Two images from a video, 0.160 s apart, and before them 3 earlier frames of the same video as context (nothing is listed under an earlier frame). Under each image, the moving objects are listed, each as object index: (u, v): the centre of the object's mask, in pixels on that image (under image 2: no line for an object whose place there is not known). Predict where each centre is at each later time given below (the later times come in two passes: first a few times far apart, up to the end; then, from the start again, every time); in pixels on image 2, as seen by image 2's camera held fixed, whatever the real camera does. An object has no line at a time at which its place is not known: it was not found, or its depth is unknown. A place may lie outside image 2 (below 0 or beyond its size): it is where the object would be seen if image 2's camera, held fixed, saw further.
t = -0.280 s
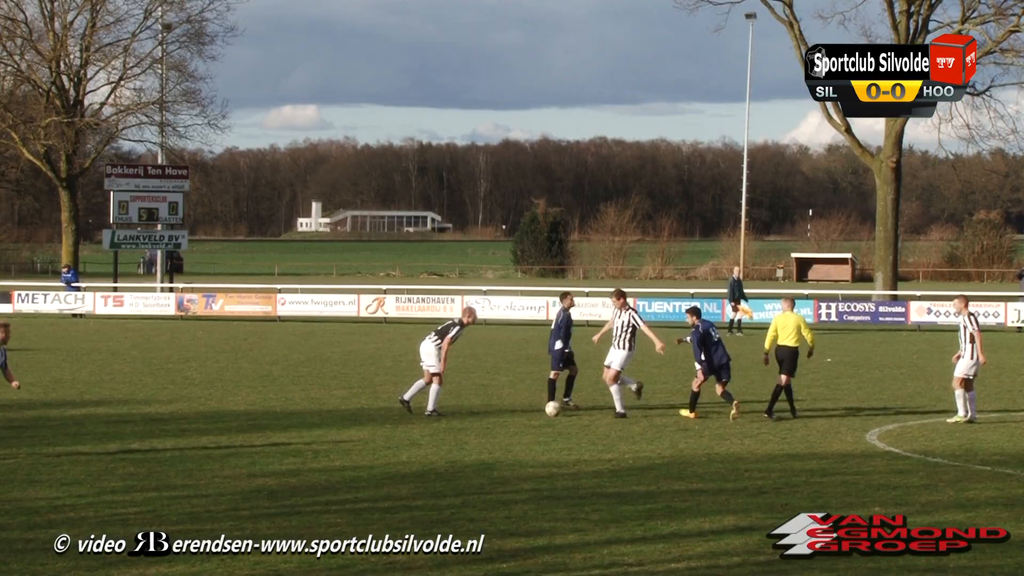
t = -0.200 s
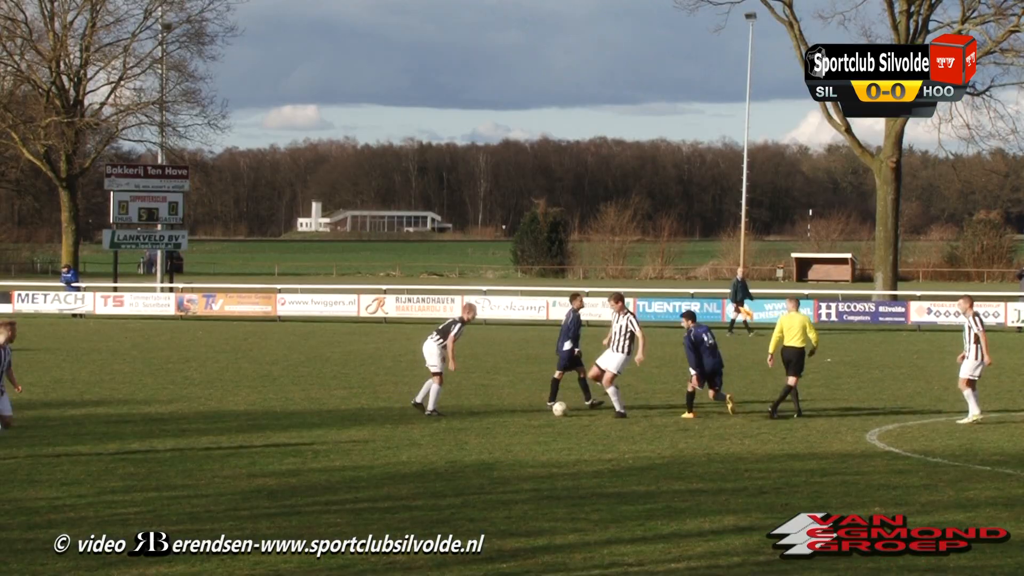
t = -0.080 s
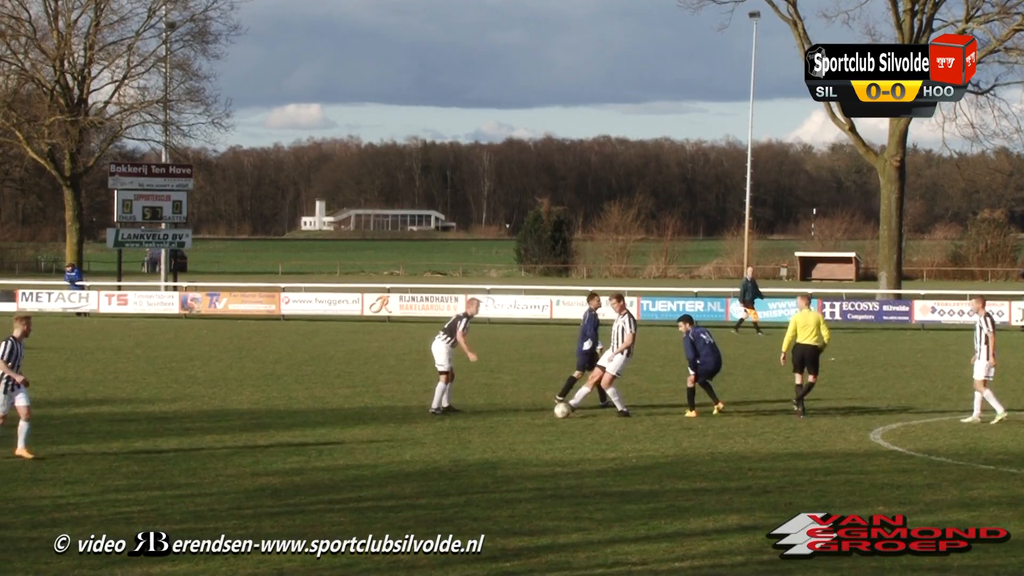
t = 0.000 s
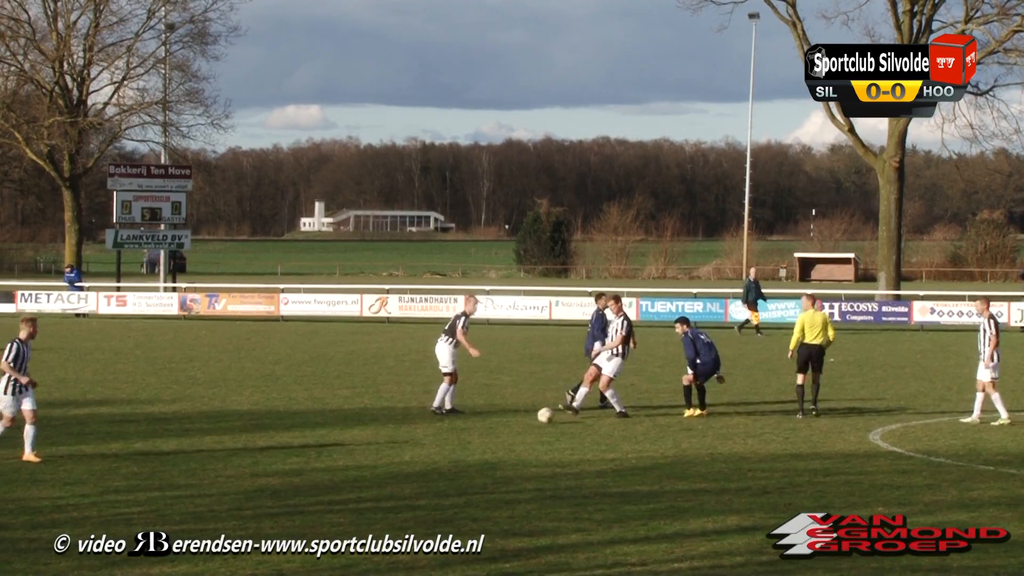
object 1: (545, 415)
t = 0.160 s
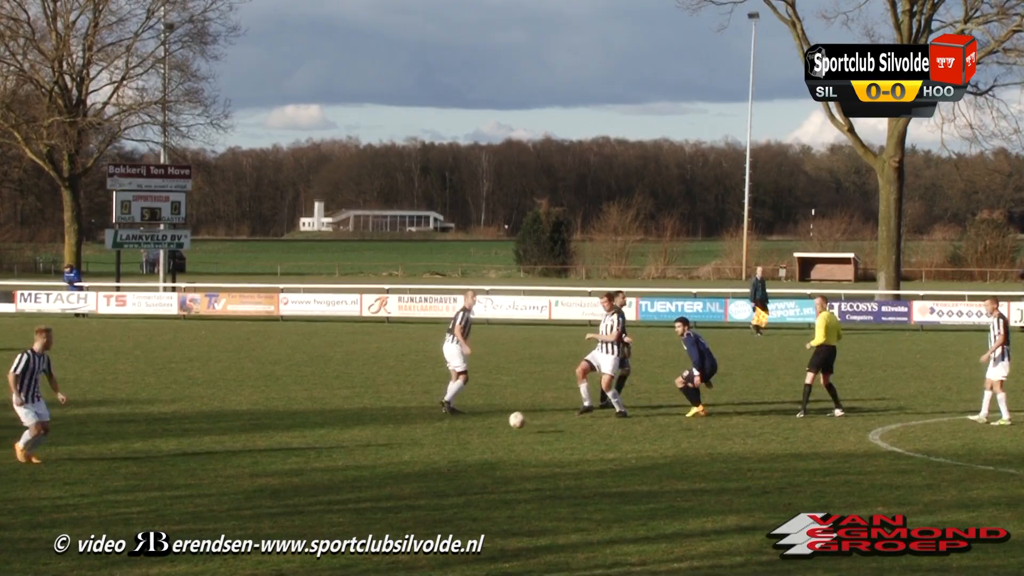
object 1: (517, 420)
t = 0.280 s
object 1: (498, 429)
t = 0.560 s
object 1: (463, 447)
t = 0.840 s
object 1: (435, 463)
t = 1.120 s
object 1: (406, 476)
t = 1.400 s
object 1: (375, 494)
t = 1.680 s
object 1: (346, 514)
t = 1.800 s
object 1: (333, 518)
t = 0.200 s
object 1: (511, 422)
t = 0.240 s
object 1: (505, 425)
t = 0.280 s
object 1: (498, 429)
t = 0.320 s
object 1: (492, 435)
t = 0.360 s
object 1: (487, 435)
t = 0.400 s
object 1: (482, 435)
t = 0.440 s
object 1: (478, 437)
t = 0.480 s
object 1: (473, 441)
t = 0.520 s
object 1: (468, 446)
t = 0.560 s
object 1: (463, 447)
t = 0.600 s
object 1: (458, 448)
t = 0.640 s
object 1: (455, 451)
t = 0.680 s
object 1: (450, 454)
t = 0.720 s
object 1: (447, 456)
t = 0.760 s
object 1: (442, 457)
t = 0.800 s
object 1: (438, 459)
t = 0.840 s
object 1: (435, 463)
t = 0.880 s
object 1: (430, 464)
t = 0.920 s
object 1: (427, 467)
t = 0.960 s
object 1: (422, 469)
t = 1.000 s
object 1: (418, 471)
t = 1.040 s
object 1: (414, 473)
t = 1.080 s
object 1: (411, 475)
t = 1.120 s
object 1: (406, 476)
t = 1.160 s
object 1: (402, 479)
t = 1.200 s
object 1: (397, 483)
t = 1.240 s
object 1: (393, 484)
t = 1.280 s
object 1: (389, 485)
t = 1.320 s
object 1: (384, 488)
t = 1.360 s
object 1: (380, 493)
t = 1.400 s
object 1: (375, 494)
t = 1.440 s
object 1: (372, 497)
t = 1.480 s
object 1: (367, 499)
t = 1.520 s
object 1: (364, 502)
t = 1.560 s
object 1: (359, 505)
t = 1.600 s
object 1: (355, 507)
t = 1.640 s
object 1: (350, 509)
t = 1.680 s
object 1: (346, 514)
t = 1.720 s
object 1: (342, 514)
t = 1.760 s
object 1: (337, 515)
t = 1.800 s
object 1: (333, 518)
